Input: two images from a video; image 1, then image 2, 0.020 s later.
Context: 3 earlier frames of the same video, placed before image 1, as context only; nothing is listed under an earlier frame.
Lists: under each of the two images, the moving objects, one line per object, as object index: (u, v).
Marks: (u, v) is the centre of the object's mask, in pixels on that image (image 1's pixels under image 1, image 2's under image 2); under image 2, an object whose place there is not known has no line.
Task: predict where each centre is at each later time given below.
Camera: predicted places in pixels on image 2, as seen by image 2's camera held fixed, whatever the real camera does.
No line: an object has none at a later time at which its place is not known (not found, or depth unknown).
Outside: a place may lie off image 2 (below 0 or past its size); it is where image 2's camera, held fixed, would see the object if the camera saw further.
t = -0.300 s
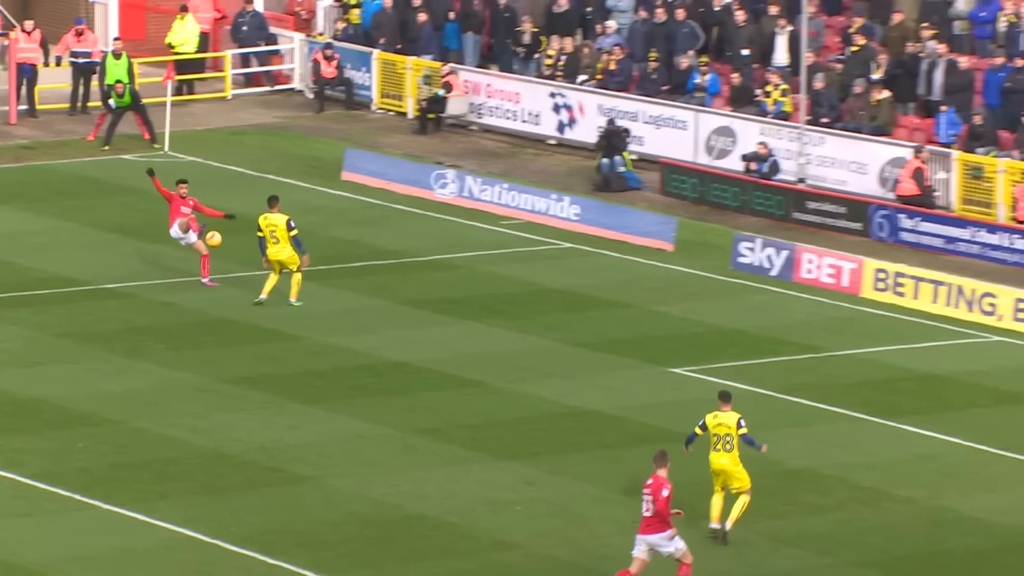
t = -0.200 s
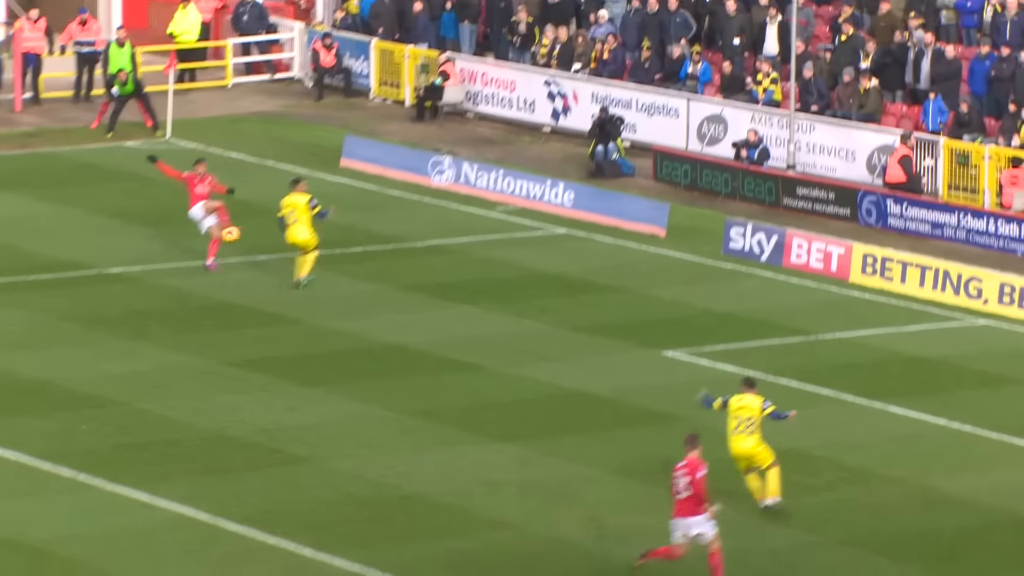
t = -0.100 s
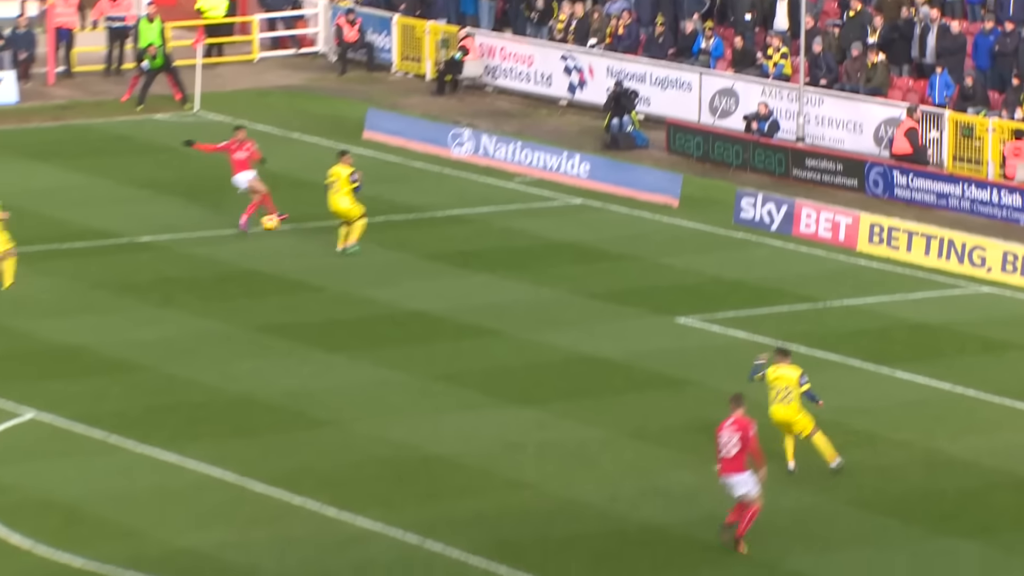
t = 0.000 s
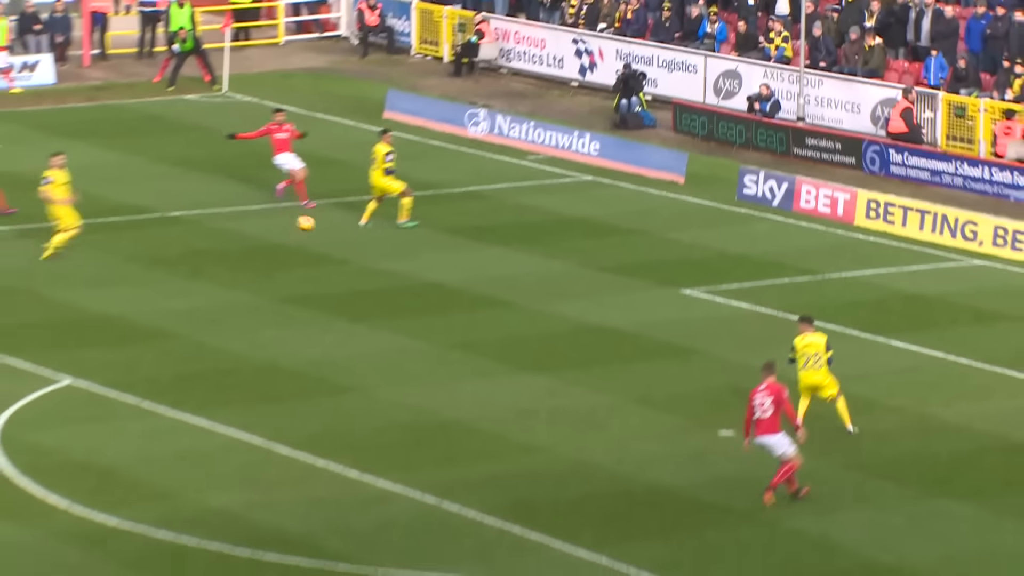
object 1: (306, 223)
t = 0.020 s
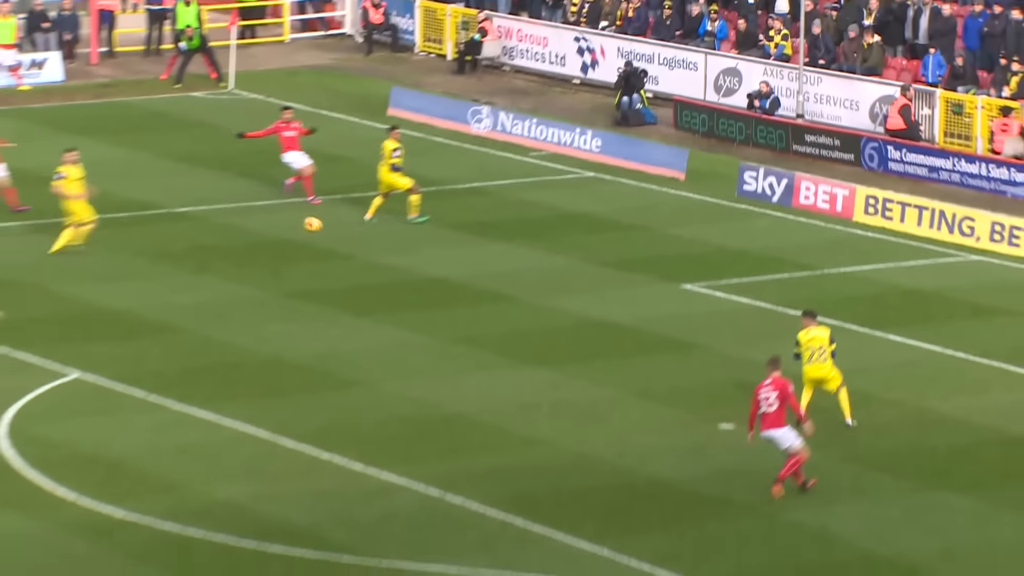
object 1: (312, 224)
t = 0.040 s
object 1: (315, 230)
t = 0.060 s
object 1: (317, 235)
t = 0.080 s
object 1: (320, 242)
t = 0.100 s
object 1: (322, 249)
